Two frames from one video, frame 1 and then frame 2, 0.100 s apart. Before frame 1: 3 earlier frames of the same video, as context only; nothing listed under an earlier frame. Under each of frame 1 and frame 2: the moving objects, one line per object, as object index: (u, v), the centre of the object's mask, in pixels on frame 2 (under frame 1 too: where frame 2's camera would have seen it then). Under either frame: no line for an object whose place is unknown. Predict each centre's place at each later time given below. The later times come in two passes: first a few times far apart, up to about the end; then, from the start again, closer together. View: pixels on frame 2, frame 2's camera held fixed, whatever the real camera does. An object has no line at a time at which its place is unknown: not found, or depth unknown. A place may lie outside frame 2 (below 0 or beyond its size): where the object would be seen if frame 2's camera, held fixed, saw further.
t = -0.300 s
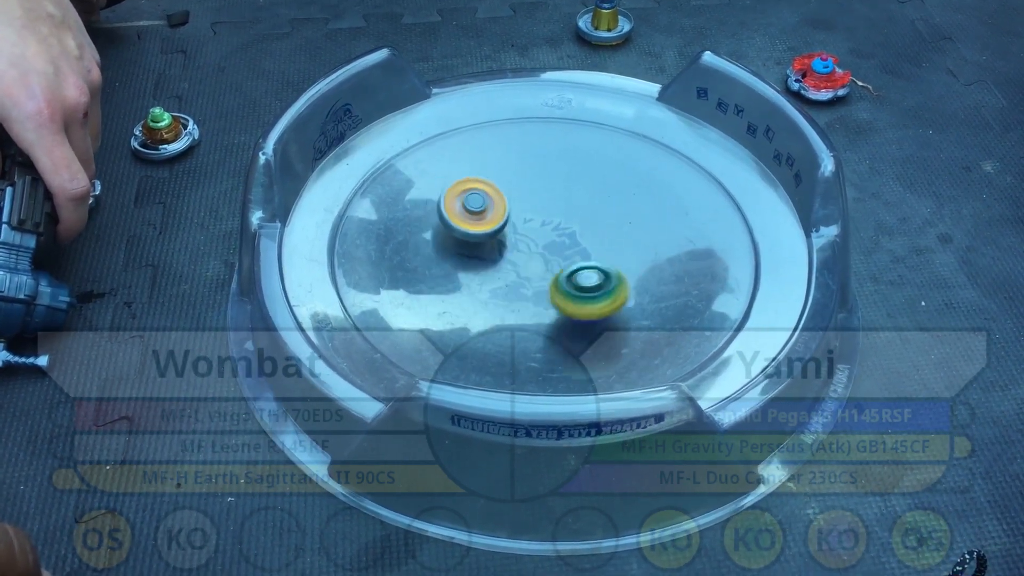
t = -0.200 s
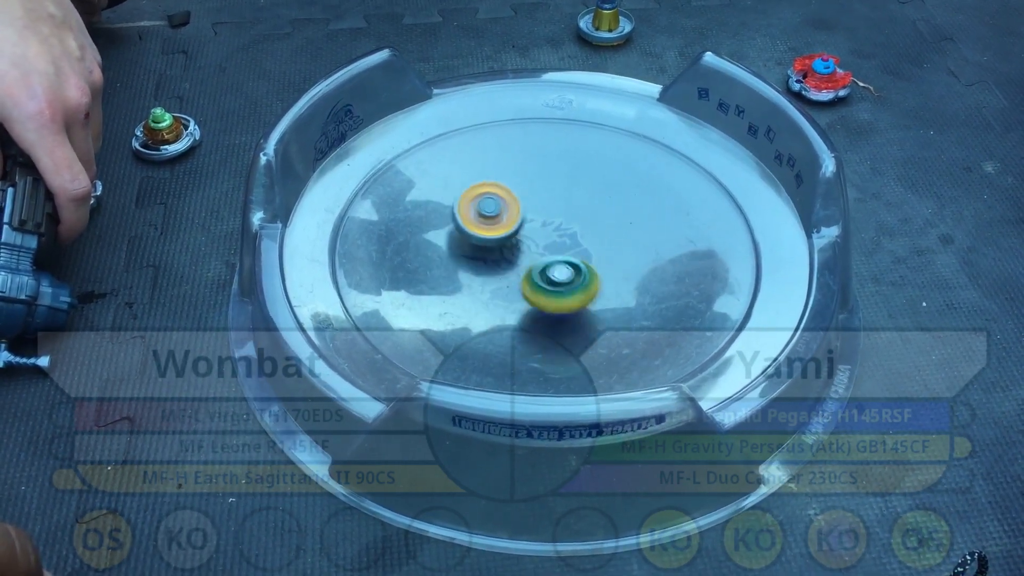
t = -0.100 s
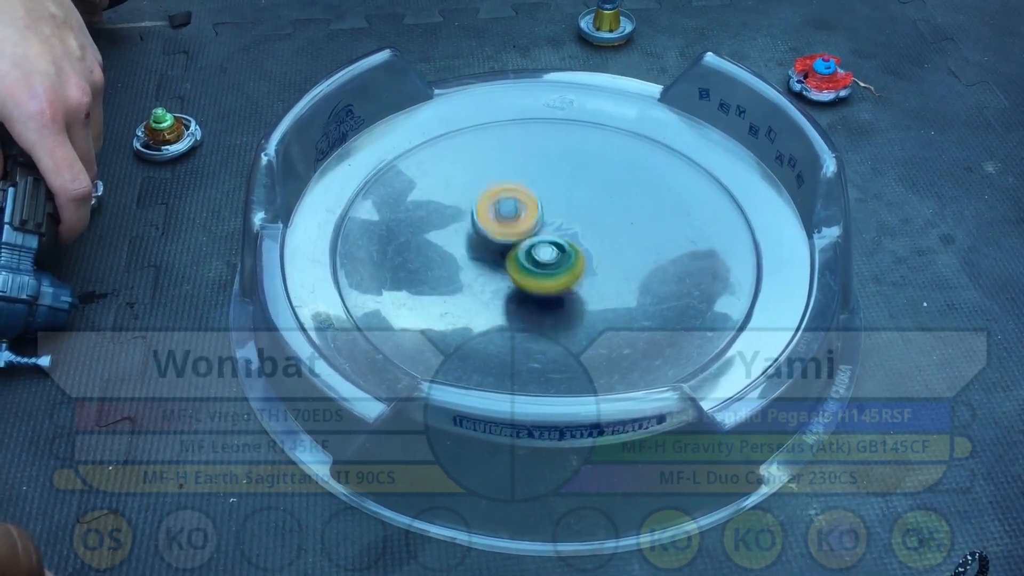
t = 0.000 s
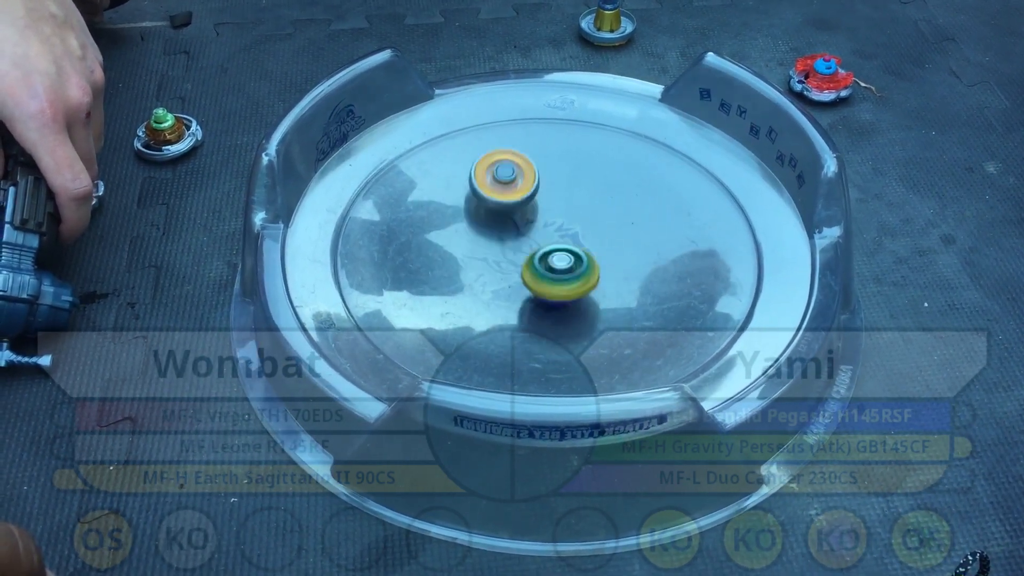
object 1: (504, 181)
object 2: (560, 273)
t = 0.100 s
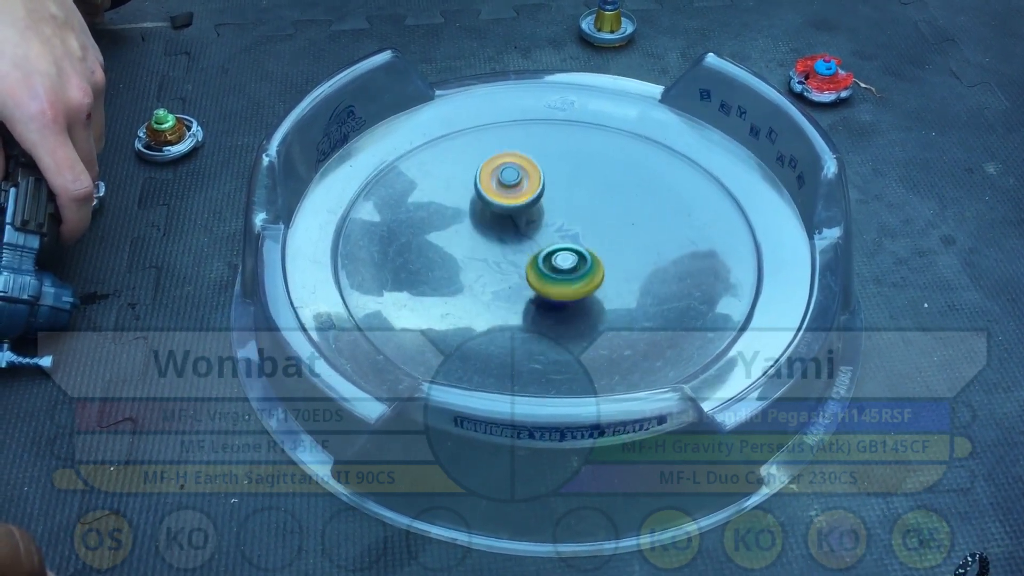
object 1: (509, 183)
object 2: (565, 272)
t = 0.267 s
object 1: (517, 198)
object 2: (563, 265)
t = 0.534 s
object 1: (523, 213)
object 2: (572, 266)
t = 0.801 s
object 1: (492, 224)
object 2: (563, 292)
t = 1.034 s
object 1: (469, 236)
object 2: (544, 277)
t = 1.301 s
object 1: (465, 245)
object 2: (573, 256)
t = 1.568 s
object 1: (475, 253)
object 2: (583, 248)
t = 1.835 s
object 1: (490, 259)
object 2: (560, 234)
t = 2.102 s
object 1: (489, 275)
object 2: (597, 216)
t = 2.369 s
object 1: (501, 282)
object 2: (567, 245)
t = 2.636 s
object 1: (478, 296)
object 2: (570, 224)
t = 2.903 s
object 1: (495, 294)
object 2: (545, 230)
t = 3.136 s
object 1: (515, 287)
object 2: (507, 227)
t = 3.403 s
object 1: (553, 281)
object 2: (511, 222)
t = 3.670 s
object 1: (617, 294)
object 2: (520, 215)
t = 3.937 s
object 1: (639, 284)
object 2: (536, 229)
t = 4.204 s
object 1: (625, 274)
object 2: (505, 261)
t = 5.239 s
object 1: (577, 184)
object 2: (529, 262)
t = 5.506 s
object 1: (556, 205)
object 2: (541, 295)
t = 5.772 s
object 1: (502, 223)
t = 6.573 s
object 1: (493, 241)
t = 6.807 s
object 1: (468, 261)
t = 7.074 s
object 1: (476, 271)
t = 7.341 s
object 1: (486, 275)
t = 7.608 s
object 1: (497, 279)
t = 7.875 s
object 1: (501, 291)
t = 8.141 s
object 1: (507, 293)
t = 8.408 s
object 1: (511, 292)
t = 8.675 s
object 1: (528, 291)
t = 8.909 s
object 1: (548, 289)
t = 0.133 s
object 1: (510, 186)
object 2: (564, 272)
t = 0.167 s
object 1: (512, 188)
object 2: (564, 271)
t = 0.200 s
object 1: (513, 191)
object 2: (565, 270)
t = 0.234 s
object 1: (515, 195)
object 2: (564, 267)
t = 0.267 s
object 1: (517, 198)
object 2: (563, 265)
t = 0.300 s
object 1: (520, 202)
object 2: (563, 261)
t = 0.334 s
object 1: (522, 207)
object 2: (563, 258)
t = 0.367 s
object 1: (524, 210)
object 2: (565, 256)
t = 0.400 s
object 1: (522, 206)
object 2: (570, 261)
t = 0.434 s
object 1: (522, 205)
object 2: (572, 263)
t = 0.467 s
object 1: (523, 207)
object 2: (573, 264)
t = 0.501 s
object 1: (523, 210)
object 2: (572, 265)
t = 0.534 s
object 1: (523, 213)
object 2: (572, 266)
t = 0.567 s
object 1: (523, 217)
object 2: (570, 266)
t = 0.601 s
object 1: (522, 220)
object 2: (567, 266)
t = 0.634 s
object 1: (520, 223)
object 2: (567, 267)
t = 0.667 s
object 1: (509, 217)
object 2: (573, 276)
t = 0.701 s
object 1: (503, 214)
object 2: (574, 282)
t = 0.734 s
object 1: (498, 216)
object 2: (572, 287)
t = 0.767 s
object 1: (495, 220)
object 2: (568, 290)
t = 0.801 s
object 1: (492, 224)
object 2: (563, 292)
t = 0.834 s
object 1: (490, 228)
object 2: (557, 292)
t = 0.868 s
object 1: (487, 233)
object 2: (549, 291)
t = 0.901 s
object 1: (486, 236)
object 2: (543, 287)
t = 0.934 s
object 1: (484, 240)
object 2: (537, 283)
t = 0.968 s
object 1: (478, 238)
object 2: (538, 281)
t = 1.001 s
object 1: (472, 236)
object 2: (541, 279)
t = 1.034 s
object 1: (469, 236)
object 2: (544, 277)
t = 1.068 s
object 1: (467, 238)
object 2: (547, 275)
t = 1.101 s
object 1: (466, 239)
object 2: (549, 273)
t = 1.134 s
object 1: (465, 241)
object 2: (552, 270)
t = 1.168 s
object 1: (465, 242)
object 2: (556, 267)
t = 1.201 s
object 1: (464, 243)
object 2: (559, 264)
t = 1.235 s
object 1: (464, 244)
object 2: (563, 260)
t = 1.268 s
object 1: (464, 245)
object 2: (568, 258)
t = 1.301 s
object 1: (465, 245)
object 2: (573, 256)
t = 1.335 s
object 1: (465, 246)
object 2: (577, 254)
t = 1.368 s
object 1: (465, 247)
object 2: (580, 252)
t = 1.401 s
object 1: (466, 248)
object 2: (582, 251)
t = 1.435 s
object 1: (467, 249)
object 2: (584, 250)
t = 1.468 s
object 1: (468, 250)
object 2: (584, 250)
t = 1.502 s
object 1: (470, 251)
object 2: (584, 249)
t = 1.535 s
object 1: (473, 252)
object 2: (584, 249)
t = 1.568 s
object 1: (475, 253)
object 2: (583, 248)
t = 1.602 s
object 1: (477, 254)
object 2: (581, 247)
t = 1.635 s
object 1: (480, 255)
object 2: (578, 246)
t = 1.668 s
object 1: (482, 256)
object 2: (575, 245)
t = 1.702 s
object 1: (485, 257)
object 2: (572, 244)
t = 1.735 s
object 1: (487, 258)
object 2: (568, 242)
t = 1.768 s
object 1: (490, 258)
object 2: (563, 240)
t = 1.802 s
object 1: (489, 259)
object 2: (562, 237)
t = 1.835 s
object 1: (490, 259)
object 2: (560, 234)
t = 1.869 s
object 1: (492, 260)
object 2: (559, 232)
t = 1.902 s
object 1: (494, 261)
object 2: (559, 230)
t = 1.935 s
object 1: (492, 264)
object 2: (563, 226)
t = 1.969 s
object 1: (484, 270)
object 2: (570, 220)
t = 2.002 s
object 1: (482, 272)
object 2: (577, 217)
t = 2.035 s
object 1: (484, 272)
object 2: (584, 215)
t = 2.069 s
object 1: (486, 274)
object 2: (592, 215)
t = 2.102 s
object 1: (489, 275)
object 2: (597, 216)
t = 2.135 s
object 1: (491, 275)
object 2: (600, 219)
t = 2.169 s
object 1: (493, 277)
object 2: (601, 222)
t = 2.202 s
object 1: (495, 277)
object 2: (601, 227)
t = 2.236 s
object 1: (497, 278)
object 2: (598, 232)
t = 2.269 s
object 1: (499, 279)
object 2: (593, 237)
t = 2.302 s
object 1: (501, 280)
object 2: (585, 241)
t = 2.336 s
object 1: (503, 280)
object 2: (574, 245)
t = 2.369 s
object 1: (501, 282)
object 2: (567, 245)
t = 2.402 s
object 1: (485, 289)
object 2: (570, 240)
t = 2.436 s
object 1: (476, 292)
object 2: (570, 236)
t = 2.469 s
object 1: (472, 294)
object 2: (570, 232)
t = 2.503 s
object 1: (473, 294)
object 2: (571, 229)
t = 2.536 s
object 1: (474, 294)
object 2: (571, 227)
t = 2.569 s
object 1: (475, 295)
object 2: (571, 225)
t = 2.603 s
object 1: (476, 296)
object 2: (571, 225)
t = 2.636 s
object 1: (478, 296)
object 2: (570, 224)
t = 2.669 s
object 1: (480, 296)
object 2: (569, 224)
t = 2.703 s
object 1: (482, 296)
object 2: (568, 224)
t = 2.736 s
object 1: (484, 296)
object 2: (565, 225)
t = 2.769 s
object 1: (486, 296)
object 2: (563, 226)
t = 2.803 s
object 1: (488, 296)
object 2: (559, 228)
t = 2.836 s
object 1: (490, 296)
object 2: (555, 228)
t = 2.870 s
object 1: (493, 295)
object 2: (550, 229)
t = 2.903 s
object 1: (495, 294)
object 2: (545, 230)
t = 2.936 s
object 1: (498, 293)
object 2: (539, 232)
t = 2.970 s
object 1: (501, 292)
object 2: (533, 232)
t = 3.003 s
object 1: (503, 291)
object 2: (526, 232)
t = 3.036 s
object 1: (506, 290)
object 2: (520, 231)
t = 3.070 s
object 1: (509, 289)
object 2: (514, 229)
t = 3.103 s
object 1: (512, 288)
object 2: (511, 228)
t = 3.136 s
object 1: (515, 287)
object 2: (507, 227)
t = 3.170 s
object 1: (518, 286)
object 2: (505, 227)
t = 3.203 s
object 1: (521, 284)
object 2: (504, 227)
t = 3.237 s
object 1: (526, 283)
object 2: (503, 226)
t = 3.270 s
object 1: (531, 284)
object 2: (504, 225)
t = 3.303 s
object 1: (537, 284)
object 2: (504, 223)
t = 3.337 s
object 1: (542, 284)
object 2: (506, 222)
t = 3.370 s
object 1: (548, 283)
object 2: (508, 221)
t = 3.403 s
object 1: (553, 281)
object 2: (511, 222)
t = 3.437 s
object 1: (559, 279)
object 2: (515, 222)
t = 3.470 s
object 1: (563, 278)
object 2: (518, 224)
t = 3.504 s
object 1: (568, 278)
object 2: (523, 226)
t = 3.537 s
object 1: (572, 277)
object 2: (525, 229)
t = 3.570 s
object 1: (585, 285)
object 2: (522, 225)
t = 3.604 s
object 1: (597, 291)
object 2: (519, 220)
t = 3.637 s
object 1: (608, 294)
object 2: (519, 217)
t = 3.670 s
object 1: (617, 294)
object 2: (520, 215)
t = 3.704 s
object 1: (625, 293)
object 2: (521, 213)
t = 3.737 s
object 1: (631, 292)
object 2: (522, 212)
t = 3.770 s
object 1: (634, 291)
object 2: (525, 212)
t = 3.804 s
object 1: (637, 290)
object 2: (527, 214)
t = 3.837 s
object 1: (640, 288)
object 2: (530, 216)
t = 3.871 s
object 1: (640, 287)
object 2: (533, 219)
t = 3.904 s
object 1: (640, 286)
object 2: (535, 223)
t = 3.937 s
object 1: (639, 284)
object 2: (536, 229)
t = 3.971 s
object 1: (638, 283)
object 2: (535, 234)
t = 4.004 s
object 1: (637, 282)
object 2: (534, 239)
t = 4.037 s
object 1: (636, 281)
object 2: (532, 244)
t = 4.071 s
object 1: (635, 280)
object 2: (527, 250)
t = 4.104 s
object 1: (633, 279)
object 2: (522, 255)
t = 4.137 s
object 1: (630, 277)
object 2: (516, 258)
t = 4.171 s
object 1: (627, 276)
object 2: (511, 260)
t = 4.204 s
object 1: (625, 274)
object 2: (505, 261)
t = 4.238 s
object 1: (622, 273)
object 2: (500, 262)
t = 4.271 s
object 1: (619, 271)
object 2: (497, 261)
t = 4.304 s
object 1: (616, 270)
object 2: (494, 259)
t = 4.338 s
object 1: (612, 268)
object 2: (493, 258)
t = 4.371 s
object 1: (607, 265)
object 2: (492, 256)
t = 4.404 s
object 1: (602, 262)
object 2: (494, 255)
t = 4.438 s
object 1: (596, 258)
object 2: (496, 253)
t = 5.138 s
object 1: (581, 182)
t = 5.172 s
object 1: (580, 182)
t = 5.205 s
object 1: (579, 183)
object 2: (521, 257)
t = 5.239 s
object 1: (577, 184)
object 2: (529, 262)
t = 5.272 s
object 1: (576, 186)
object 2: (535, 268)
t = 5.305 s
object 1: (574, 188)
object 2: (540, 275)
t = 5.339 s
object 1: (572, 190)
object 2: (543, 280)
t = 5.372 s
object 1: (570, 192)
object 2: (546, 286)
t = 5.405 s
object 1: (567, 194)
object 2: (546, 290)
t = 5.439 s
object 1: (564, 197)
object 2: (545, 293)
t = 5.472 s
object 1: (560, 201)
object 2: (543, 295)
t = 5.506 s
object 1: (556, 205)
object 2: (541, 295)
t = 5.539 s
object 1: (550, 210)
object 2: (539, 294)
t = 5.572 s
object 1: (545, 214)
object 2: (537, 293)
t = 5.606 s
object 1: (538, 220)
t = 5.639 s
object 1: (531, 226)
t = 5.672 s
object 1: (524, 231)
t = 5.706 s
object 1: (516, 227)
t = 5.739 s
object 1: (509, 223)
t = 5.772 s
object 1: (502, 223)
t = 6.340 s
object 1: (480, 233)
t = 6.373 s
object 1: (481, 233)
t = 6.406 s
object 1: (482, 234)
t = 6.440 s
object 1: (484, 235)
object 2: (586, 243)
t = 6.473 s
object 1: (486, 236)
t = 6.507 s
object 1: (488, 238)
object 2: (581, 241)
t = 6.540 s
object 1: (490, 239)
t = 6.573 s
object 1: (493, 241)
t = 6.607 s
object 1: (485, 243)
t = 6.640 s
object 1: (472, 245)
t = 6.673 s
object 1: (467, 247)
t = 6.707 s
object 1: (466, 250)
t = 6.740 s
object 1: (467, 254)
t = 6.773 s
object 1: (468, 258)
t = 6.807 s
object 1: (468, 261)
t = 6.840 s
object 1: (469, 263)
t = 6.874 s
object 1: (470, 265)
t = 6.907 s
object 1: (471, 267)
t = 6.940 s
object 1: (472, 268)
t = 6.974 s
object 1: (473, 269)
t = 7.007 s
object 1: (474, 271)
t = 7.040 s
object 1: (475, 271)
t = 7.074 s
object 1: (476, 271)
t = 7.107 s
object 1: (479, 272)
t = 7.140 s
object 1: (479, 273)
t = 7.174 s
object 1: (480, 273)
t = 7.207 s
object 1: (481, 274)
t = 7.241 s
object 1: (482, 274)
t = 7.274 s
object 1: (483, 275)
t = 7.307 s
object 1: (484, 275)
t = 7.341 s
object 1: (486, 275)
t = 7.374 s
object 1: (487, 276)
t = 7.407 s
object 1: (488, 276)
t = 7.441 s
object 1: (490, 276)
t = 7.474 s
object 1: (492, 276)
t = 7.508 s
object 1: (494, 276)
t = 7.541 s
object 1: (496, 276)
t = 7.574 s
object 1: (498, 276)
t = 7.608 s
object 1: (497, 279)
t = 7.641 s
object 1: (497, 280)
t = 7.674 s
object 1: (499, 281)
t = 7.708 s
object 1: (501, 281)
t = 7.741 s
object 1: (498, 286)
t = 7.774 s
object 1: (496, 289)
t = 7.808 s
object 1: (497, 289)
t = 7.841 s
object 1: (499, 291)
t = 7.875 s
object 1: (501, 291)
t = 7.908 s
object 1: (502, 291)
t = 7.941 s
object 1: (503, 292)
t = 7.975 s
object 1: (505, 291)
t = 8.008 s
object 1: (506, 292)
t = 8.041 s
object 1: (507, 291)
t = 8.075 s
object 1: (508, 291)
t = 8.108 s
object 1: (509, 292)
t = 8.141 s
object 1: (507, 293)
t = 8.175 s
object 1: (504, 293)
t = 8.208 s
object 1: (505, 292)
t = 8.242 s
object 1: (506, 293)
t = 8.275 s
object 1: (507, 293)
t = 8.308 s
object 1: (507, 293)
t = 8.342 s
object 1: (509, 292)
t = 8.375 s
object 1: (510, 292)
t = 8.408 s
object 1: (511, 292)
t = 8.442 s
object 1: (512, 292)
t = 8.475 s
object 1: (513, 291)
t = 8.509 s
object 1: (515, 291)
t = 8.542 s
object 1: (517, 290)
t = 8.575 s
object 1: (520, 289)
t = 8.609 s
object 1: (523, 289)
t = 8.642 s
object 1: (525, 291)
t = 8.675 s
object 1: (528, 291)
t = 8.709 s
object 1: (530, 290)
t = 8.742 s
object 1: (533, 290)
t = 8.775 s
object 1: (537, 290)
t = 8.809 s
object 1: (539, 290)
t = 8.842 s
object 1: (543, 290)
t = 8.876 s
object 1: (545, 289)
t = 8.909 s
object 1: (548, 289)
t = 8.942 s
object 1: (550, 289)
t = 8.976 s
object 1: (551, 289)
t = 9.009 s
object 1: (553, 288)
